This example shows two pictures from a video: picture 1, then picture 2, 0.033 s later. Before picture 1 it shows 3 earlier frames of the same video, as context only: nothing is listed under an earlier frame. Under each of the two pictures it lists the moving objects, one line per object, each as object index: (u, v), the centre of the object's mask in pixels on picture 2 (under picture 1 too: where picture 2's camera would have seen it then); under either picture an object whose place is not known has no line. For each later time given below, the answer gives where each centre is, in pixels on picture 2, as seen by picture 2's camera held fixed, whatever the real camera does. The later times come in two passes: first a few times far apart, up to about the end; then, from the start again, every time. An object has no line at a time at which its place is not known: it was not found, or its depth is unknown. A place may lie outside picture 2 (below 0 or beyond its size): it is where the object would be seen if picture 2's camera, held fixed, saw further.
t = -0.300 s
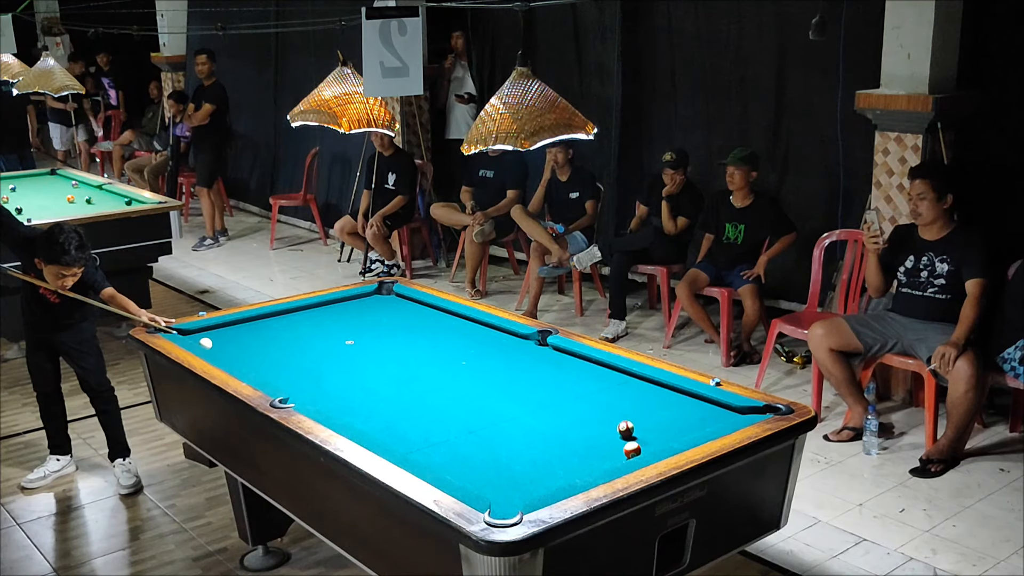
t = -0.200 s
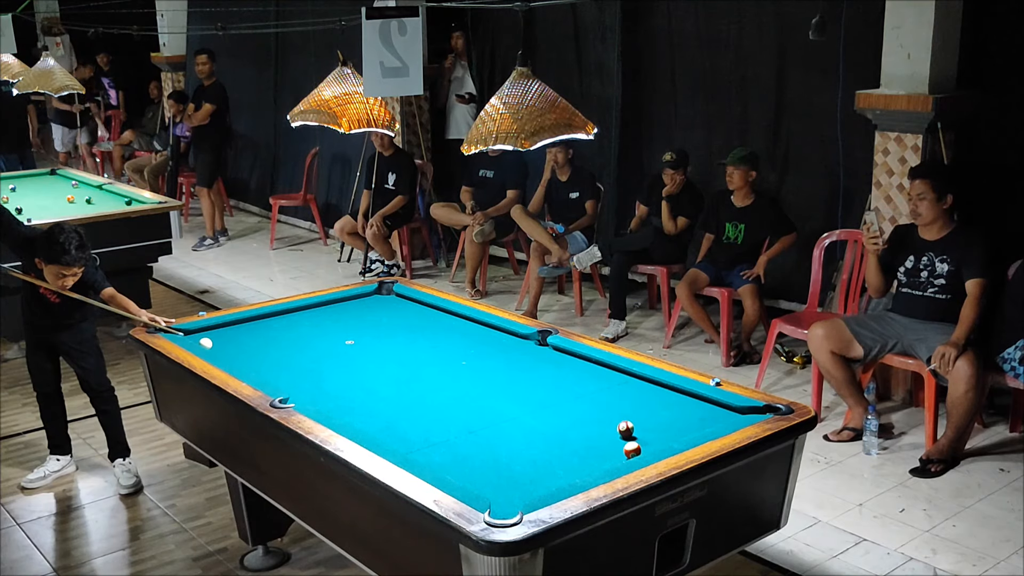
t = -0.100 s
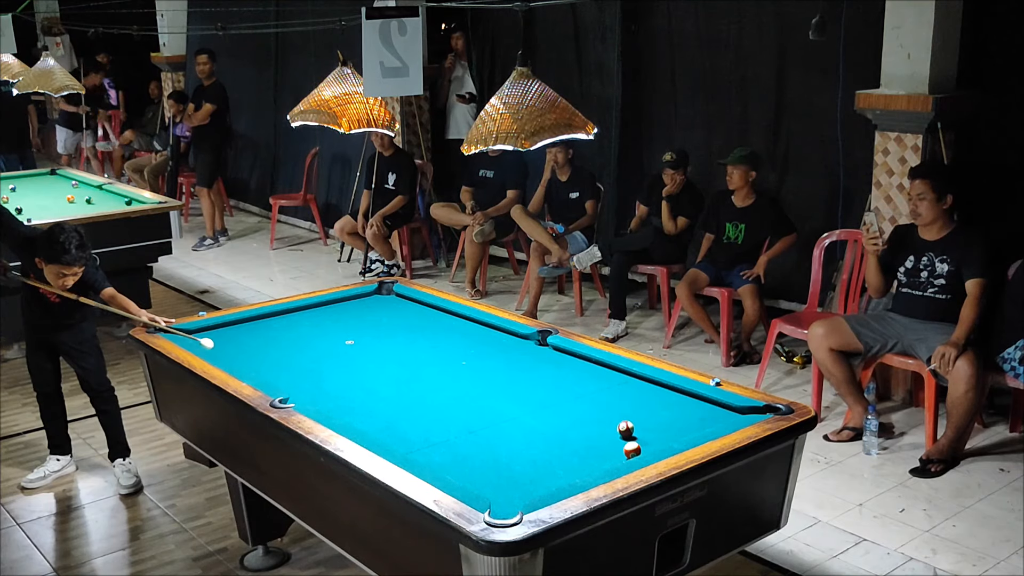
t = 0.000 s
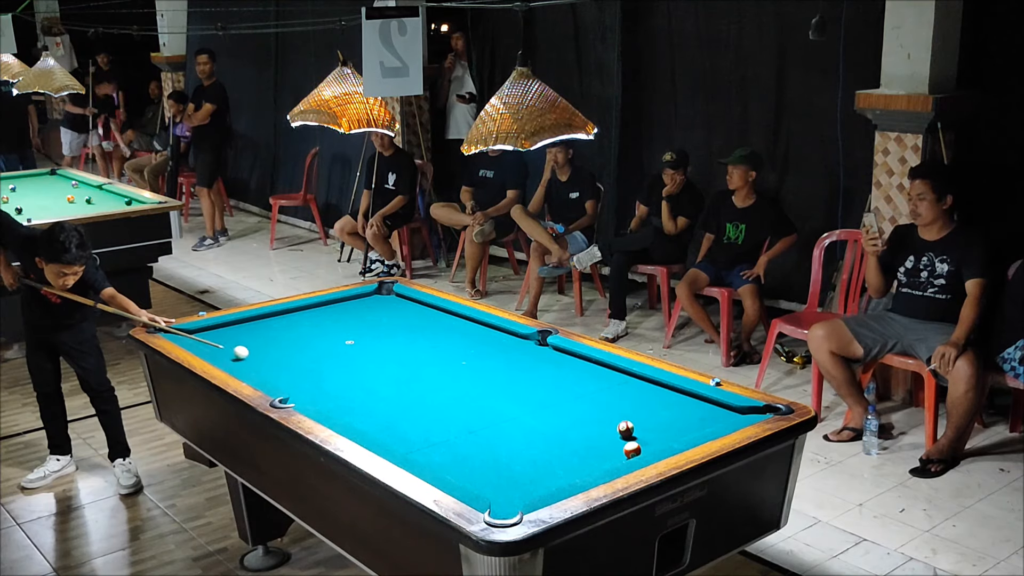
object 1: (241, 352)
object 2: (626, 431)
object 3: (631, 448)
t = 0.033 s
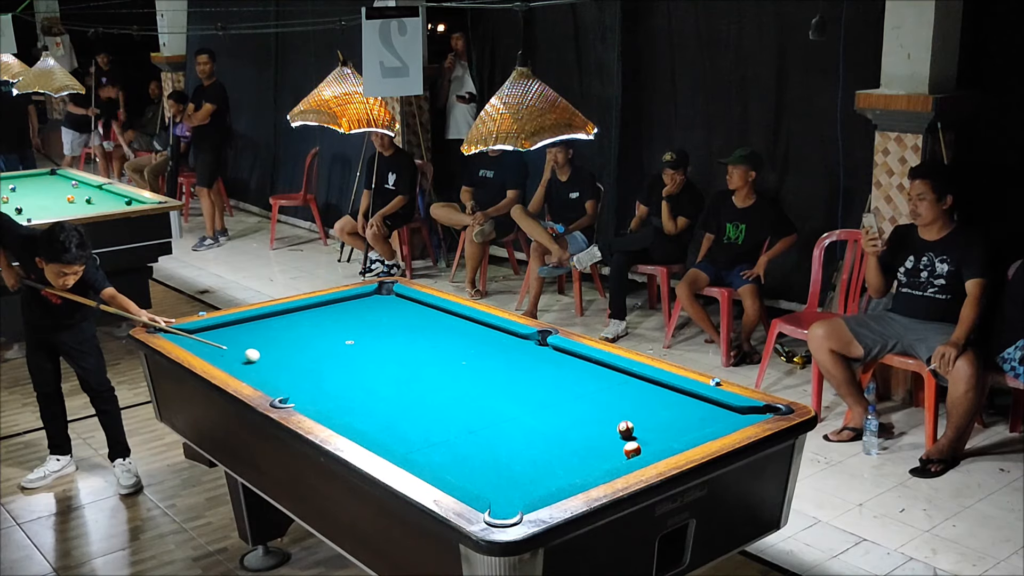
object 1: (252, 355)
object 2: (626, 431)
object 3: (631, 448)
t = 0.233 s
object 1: (323, 373)
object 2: (626, 431)
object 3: (631, 448)
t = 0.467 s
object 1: (413, 395)
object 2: (626, 431)
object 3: (631, 448)
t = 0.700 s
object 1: (514, 420)
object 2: (626, 431)
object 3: (631, 448)
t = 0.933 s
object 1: (620, 446)
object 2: (626, 430)
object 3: (637, 450)
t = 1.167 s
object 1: (603, 428)
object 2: (630, 429)
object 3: (627, 447)
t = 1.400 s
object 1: (586, 417)
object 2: (639, 426)
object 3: (619, 442)
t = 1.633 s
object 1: (571, 408)
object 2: (646, 423)
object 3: (612, 440)
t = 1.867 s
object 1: (558, 400)
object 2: (651, 421)
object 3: (608, 437)
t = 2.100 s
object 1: (546, 393)
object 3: (606, 436)
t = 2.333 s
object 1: (537, 387)
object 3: (605, 436)
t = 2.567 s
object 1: (529, 382)
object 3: (605, 436)
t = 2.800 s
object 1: (521, 378)
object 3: (605, 436)
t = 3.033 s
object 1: (515, 374)
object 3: (605, 436)
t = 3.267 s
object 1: (510, 372)
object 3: (605, 436)
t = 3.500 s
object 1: (506, 370)
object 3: (605, 436)
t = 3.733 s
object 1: (503, 368)
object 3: (605, 436)
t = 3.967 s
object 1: (501, 368)
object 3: (605, 436)
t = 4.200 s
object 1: (499, 368)
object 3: (605, 436)
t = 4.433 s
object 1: (499, 368)
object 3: (605, 436)
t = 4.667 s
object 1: (499, 368)
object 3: (605, 436)
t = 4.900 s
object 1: (499, 368)
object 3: (605, 436)
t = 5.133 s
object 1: (499, 368)
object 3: (605, 436)
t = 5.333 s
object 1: (499, 368)
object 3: (605, 436)
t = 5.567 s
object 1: (499, 368)
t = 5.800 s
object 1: (499, 368)
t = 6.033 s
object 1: (499, 368)
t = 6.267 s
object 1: (499, 368)
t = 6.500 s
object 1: (499, 368)
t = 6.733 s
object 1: (499, 368)
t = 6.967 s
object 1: (499, 368)
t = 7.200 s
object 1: (499, 368)
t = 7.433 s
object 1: (499, 368)
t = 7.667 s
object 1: (499, 368)
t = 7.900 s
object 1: (499, 368)
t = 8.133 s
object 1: (499, 368)
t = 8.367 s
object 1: (499, 368)
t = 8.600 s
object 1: (499, 368)
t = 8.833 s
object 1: (499, 368)
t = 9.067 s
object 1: (499, 368)
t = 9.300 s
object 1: (499, 368)
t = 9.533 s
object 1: (499, 368)
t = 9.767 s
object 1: (499, 368)
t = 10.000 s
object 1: (499, 368)
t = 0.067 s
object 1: (263, 358)
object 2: (626, 431)
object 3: (631, 448)
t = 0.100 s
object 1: (275, 361)
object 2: (626, 431)
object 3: (631, 448)
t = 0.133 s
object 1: (287, 364)
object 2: (626, 431)
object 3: (631, 448)
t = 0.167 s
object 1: (298, 367)
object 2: (626, 431)
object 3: (631, 448)
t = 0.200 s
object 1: (311, 370)
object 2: (626, 431)
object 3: (631, 448)
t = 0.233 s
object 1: (323, 373)
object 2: (626, 431)
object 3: (631, 448)
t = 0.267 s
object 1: (335, 376)
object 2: (626, 431)
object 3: (631, 448)
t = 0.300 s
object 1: (348, 379)
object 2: (626, 431)
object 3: (631, 448)
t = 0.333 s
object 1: (361, 382)
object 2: (626, 431)
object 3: (631, 448)
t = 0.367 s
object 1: (373, 385)
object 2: (626, 431)
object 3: (631, 448)
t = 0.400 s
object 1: (387, 389)
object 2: (626, 431)
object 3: (631, 448)
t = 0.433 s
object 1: (400, 392)
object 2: (626, 431)
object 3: (631, 448)
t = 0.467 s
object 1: (413, 395)
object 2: (626, 431)
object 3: (631, 448)
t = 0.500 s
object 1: (427, 398)
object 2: (626, 431)
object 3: (631, 448)
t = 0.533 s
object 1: (441, 402)
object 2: (626, 431)
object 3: (631, 448)
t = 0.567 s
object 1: (455, 405)
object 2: (626, 431)
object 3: (631, 448)
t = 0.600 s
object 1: (469, 409)
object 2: (626, 431)
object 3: (631, 448)
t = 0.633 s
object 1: (484, 413)
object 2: (626, 431)
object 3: (631, 448)
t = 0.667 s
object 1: (499, 416)
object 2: (626, 431)
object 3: (631, 448)
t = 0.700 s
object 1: (514, 420)
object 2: (626, 431)
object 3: (631, 448)
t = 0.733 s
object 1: (529, 424)
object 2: (626, 431)
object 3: (631, 448)
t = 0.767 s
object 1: (545, 428)
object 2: (626, 431)
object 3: (631, 448)
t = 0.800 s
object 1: (561, 432)
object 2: (626, 431)
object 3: (631, 448)
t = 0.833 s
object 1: (577, 436)
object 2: (626, 431)
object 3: (631, 448)
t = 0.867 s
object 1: (593, 440)
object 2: (626, 431)
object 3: (631, 448)
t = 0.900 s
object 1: (610, 444)
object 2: (626, 431)
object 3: (631, 448)
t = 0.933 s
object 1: (620, 446)
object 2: (626, 430)
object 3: (637, 450)
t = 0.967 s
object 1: (621, 445)
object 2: (626, 430)
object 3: (636, 448)
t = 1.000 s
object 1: (620, 442)
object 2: (627, 429)
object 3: (633, 448)
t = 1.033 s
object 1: (616, 438)
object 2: (627, 430)
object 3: (633, 447)
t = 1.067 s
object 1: (613, 435)
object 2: (627, 430)
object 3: (631, 447)
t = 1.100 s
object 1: (610, 432)
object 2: (627, 430)
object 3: (630, 447)
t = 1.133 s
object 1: (606, 430)
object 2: (629, 429)
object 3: (629, 447)
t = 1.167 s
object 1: (603, 428)
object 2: (630, 429)
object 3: (627, 447)
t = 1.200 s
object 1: (601, 427)
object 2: (632, 428)
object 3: (626, 446)
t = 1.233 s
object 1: (598, 425)
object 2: (633, 428)
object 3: (625, 445)
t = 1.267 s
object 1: (596, 423)
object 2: (634, 428)
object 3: (624, 445)
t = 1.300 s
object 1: (593, 422)
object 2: (635, 427)
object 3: (622, 444)
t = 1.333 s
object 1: (591, 420)
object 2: (637, 427)
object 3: (621, 444)
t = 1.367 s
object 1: (589, 419)
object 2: (638, 426)
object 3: (620, 443)
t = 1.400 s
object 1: (586, 417)
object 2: (639, 426)
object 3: (619, 442)
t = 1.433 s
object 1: (584, 416)
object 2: (640, 425)
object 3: (618, 442)
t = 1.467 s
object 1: (582, 414)
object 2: (641, 425)
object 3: (617, 442)
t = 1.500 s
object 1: (579, 413)
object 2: (642, 425)
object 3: (616, 441)
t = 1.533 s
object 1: (577, 412)
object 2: (643, 424)
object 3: (615, 441)
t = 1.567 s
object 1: (575, 411)
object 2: (644, 424)
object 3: (614, 440)
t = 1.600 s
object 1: (573, 409)
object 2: (645, 424)
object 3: (613, 440)
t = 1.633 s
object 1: (571, 408)
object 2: (646, 423)
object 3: (612, 440)
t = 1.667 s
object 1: (569, 407)
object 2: (647, 423)
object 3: (612, 439)
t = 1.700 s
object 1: (567, 405)
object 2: (648, 423)
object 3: (611, 439)
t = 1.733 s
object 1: (565, 404)
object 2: (648, 422)
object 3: (610, 438)
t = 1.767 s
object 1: (563, 403)
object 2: (649, 422)
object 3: (610, 438)
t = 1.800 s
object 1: (561, 402)
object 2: (650, 422)
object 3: (609, 438)
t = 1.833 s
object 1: (560, 401)
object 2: (650, 421)
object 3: (609, 437)
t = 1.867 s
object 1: (558, 400)
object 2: (651, 421)
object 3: (608, 437)
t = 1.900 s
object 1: (556, 399)
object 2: (651, 421)
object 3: (608, 437)
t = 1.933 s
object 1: (554, 398)
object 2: (652, 421)
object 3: (607, 437)
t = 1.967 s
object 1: (553, 397)
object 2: (652, 421)
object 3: (607, 437)
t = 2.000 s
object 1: (551, 396)
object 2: (653, 420)
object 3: (606, 436)
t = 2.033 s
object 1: (550, 395)
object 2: (653, 420)
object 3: (606, 436)
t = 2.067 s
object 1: (548, 394)
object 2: (653, 420)
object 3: (606, 436)
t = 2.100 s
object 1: (546, 393)
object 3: (606, 436)
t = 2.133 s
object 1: (545, 392)
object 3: (605, 436)
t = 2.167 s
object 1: (544, 391)
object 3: (605, 436)
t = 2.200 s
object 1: (542, 390)
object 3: (605, 436)
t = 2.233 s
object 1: (541, 389)
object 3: (605, 436)
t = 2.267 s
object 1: (539, 389)
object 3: (605, 436)
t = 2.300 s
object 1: (538, 388)
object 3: (605, 436)
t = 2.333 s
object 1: (537, 387)
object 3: (605, 436)
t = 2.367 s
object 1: (536, 386)
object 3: (605, 436)
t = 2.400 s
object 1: (534, 385)
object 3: (605, 436)
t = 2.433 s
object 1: (533, 385)
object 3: (605, 436)
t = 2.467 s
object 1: (532, 384)
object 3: (605, 436)
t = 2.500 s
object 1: (531, 383)
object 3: (605, 436)
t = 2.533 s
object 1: (530, 383)
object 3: (605, 436)
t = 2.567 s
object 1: (529, 382)
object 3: (605, 436)
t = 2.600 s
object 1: (527, 381)
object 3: (605, 436)
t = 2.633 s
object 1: (526, 380)
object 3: (605, 436)
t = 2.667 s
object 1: (525, 380)
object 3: (605, 436)
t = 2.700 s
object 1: (524, 379)
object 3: (605, 436)
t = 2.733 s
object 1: (523, 379)
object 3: (605, 436)
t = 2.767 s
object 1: (522, 378)
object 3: (605, 436)
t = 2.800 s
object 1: (521, 378)
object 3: (605, 436)
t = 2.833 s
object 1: (520, 377)
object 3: (605, 436)
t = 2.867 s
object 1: (519, 377)
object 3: (605, 436)
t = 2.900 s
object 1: (518, 376)
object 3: (605, 436)
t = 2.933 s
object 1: (517, 376)
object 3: (605, 436)
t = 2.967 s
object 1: (517, 375)
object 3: (605, 436)
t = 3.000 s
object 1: (516, 375)
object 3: (605, 436)
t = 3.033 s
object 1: (515, 374)
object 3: (605, 436)
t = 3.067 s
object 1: (514, 374)
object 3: (605, 436)
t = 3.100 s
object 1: (513, 374)
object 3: (605, 436)
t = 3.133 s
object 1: (513, 373)
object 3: (605, 436)
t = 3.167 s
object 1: (512, 373)
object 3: (605, 436)
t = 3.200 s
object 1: (511, 372)
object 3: (605, 436)
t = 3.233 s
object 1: (511, 372)
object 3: (605, 436)
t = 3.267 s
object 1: (510, 372)
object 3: (605, 436)
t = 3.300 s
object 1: (509, 371)
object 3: (605, 436)
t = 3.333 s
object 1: (509, 371)
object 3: (605, 436)
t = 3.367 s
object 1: (508, 371)
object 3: (605, 436)
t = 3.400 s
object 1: (508, 370)
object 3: (605, 436)
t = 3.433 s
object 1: (507, 370)
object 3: (605, 436)
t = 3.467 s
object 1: (507, 370)
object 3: (605, 436)
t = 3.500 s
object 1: (506, 370)
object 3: (605, 436)
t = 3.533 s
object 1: (506, 370)
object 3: (605, 436)
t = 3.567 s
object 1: (505, 369)
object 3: (605, 436)
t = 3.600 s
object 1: (505, 369)
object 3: (605, 436)
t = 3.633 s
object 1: (504, 369)
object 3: (605, 436)
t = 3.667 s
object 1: (504, 369)
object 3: (605, 436)
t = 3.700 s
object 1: (503, 368)
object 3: (605, 436)
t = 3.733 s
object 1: (503, 368)
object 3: (605, 436)
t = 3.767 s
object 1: (503, 368)
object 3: (605, 436)
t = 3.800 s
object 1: (502, 368)
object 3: (605, 436)
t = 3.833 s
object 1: (502, 368)
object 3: (605, 436)
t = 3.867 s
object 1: (502, 368)
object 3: (605, 436)
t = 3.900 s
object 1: (501, 368)
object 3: (605, 436)
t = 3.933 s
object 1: (501, 368)
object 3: (605, 436)
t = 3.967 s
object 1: (501, 368)
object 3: (605, 436)
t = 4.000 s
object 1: (500, 368)
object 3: (605, 436)
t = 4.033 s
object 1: (500, 368)
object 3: (605, 436)
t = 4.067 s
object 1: (500, 368)
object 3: (605, 436)
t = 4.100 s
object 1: (499, 368)
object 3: (605, 436)
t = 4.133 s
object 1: (499, 368)
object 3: (605, 436)
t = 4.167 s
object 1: (499, 368)
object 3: (605, 436)
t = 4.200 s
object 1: (499, 368)
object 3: (605, 436)
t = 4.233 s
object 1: (499, 368)
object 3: (605, 436)
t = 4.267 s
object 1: (499, 368)
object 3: (605, 436)
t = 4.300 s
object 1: (499, 368)
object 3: (605, 436)
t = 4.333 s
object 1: (499, 368)
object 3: (605, 436)
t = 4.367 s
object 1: (499, 368)
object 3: (605, 436)
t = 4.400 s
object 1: (499, 368)
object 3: (605, 436)
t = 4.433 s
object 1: (499, 368)
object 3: (605, 436)
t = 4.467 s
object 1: (499, 368)
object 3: (605, 436)
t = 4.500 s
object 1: (499, 368)
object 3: (605, 436)
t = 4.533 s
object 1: (499, 368)
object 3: (605, 436)
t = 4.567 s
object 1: (499, 368)
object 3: (605, 436)
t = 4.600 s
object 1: (499, 368)
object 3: (605, 436)
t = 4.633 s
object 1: (499, 368)
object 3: (605, 436)
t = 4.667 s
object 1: (499, 368)
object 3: (605, 436)
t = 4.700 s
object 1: (499, 368)
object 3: (605, 436)
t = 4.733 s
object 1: (499, 368)
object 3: (605, 436)
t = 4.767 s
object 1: (499, 368)
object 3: (605, 436)
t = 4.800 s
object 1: (499, 368)
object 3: (605, 436)
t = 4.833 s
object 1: (499, 368)
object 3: (605, 436)
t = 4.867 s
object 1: (499, 368)
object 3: (605, 436)
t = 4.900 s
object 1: (499, 368)
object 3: (605, 436)
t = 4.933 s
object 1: (499, 368)
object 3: (605, 436)
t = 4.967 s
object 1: (499, 368)
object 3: (605, 436)
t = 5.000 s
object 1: (499, 368)
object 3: (605, 436)
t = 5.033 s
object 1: (499, 368)
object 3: (605, 436)
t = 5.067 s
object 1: (499, 368)
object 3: (605, 436)
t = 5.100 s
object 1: (499, 368)
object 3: (605, 436)
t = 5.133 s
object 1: (499, 368)
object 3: (605, 436)
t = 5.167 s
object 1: (499, 368)
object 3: (605, 436)
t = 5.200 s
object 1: (499, 368)
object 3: (605, 436)
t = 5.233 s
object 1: (499, 368)
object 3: (605, 436)
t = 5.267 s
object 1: (499, 368)
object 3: (605, 436)
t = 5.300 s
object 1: (499, 368)
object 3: (605, 436)
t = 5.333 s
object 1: (499, 368)
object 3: (605, 436)
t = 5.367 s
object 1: (499, 368)
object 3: (605, 436)
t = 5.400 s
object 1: (499, 368)
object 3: (605, 436)
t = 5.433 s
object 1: (499, 368)
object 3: (605, 436)
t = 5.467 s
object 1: (499, 368)
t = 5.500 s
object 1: (499, 368)
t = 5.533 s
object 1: (499, 368)
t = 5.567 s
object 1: (499, 368)
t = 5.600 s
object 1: (499, 368)
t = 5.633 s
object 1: (499, 368)
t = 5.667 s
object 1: (499, 368)
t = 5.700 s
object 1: (499, 368)
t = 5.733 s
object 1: (499, 368)
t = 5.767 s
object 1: (499, 368)
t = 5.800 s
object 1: (499, 368)
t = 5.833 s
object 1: (499, 368)
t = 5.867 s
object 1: (499, 368)
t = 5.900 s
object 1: (499, 368)
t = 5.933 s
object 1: (499, 368)
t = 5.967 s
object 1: (499, 368)
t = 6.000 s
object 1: (499, 368)
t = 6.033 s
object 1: (499, 368)
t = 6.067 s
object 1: (499, 368)
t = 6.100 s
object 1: (499, 368)
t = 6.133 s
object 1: (499, 368)
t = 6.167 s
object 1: (499, 368)
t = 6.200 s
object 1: (499, 368)
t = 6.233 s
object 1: (499, 368)
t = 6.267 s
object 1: (499, 368)
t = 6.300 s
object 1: (499, 368)
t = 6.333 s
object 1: (499, 368)
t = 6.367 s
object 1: (499, 368)
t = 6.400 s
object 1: (499, 368)
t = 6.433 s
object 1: (499, 368)
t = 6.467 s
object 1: (499, 368)
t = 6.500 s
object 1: (499, 368)
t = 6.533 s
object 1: (499, 368)
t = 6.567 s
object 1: (499, 368)
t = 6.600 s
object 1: (499, 368)
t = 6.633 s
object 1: (499, 368)
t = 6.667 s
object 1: (499, 368)
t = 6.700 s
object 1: (499, 368)
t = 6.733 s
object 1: (499, 368)
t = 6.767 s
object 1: (499, 368)
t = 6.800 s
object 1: (499, 368)
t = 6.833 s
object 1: (499, 368)
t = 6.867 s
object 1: (499, 368)
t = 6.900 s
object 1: (499, 368)
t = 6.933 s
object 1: (499, 368)
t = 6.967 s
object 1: (499, 368)
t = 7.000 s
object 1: (499, 368)
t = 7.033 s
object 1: (499, 368)
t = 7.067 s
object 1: (499, 368)
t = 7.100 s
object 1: (499, 368)
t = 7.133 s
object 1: (499, 368)
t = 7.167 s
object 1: (499, 368)
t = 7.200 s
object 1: (499, 368)
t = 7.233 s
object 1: (499, 368)
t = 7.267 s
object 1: (499, 368)
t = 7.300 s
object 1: (499, 368)
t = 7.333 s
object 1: (499, 368)
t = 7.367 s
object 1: (499, 368)
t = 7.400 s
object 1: (499, 368)
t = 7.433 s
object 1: (499, 368)
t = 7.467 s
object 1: (499, 368)
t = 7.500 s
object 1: (499, 368)
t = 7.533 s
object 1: (499, 368)
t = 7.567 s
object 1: (499, 368)
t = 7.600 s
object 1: (499, 368)
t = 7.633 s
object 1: (499, 368)
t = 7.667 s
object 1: (499, 368)
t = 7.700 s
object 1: (499, 368)
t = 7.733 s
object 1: (499, 368)
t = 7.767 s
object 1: (499, 368)
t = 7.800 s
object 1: (499, 368)
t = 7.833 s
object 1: (499, 368)
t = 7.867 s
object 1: (499, 368)
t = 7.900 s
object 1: (499, 368)
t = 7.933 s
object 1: (499, 368)
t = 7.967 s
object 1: (499, 368)
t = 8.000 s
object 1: (499, 368)
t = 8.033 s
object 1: (499, 368)
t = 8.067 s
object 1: (499, 368)
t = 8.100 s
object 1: (499, 368)
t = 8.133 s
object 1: (499, 368)
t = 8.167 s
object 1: (499, 368)
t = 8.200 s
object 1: (499, 368)
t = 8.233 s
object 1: (499, 368)
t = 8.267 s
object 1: (499, 368)
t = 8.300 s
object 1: (499, 368)
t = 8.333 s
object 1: (499, 368)
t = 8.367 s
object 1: (499, 368)
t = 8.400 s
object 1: (499, 368)
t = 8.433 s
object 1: (499, 368)
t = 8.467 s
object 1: (499, 368)
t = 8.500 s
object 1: (499, 368)
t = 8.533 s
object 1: (499, 368)
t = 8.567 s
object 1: (499, 368)
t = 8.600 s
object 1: (499, 368)
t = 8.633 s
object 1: (499, 368)
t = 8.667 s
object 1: (499, 368)
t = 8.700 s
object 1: (499, 368)
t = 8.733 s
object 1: (499, 368)
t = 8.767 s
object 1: (499, 368)
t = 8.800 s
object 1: (499, 368)
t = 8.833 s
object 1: (499, 368)
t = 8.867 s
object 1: (499, 368)
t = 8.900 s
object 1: (499, 368)
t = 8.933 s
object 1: (499, 368)
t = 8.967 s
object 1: (499, 368)
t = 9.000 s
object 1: (499, 368)
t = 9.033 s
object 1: (499, 368)
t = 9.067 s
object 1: (499, 368)
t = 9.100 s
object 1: (499, 368)
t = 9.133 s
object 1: (499, 368)
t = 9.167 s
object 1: (499, 368)
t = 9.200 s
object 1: (499, 368)
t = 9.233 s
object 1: (499, 368)
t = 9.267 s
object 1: (499, 368)
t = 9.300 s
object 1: (499, 368)
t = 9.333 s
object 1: (499, 368)
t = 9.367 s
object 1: (499, 368)
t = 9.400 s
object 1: (499, 368)
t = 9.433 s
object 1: (499, 368)
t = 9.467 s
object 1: (499, 368)
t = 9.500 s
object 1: (499, 368)
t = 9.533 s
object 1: (499, 368)
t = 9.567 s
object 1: (499, 368)
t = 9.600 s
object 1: (499, 368)
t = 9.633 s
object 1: (499, 368)
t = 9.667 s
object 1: (499, 368)
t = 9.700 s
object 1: (499, 368)
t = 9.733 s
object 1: (499, 368)
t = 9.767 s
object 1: (499, 368)
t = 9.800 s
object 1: (499, 368)
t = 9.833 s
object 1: (499, 368)
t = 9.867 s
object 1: (499, 368)
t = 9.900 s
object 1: (499, 368)
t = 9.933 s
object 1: (499, 368)
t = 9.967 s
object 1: (499, 368)
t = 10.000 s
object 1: (499, 368)
